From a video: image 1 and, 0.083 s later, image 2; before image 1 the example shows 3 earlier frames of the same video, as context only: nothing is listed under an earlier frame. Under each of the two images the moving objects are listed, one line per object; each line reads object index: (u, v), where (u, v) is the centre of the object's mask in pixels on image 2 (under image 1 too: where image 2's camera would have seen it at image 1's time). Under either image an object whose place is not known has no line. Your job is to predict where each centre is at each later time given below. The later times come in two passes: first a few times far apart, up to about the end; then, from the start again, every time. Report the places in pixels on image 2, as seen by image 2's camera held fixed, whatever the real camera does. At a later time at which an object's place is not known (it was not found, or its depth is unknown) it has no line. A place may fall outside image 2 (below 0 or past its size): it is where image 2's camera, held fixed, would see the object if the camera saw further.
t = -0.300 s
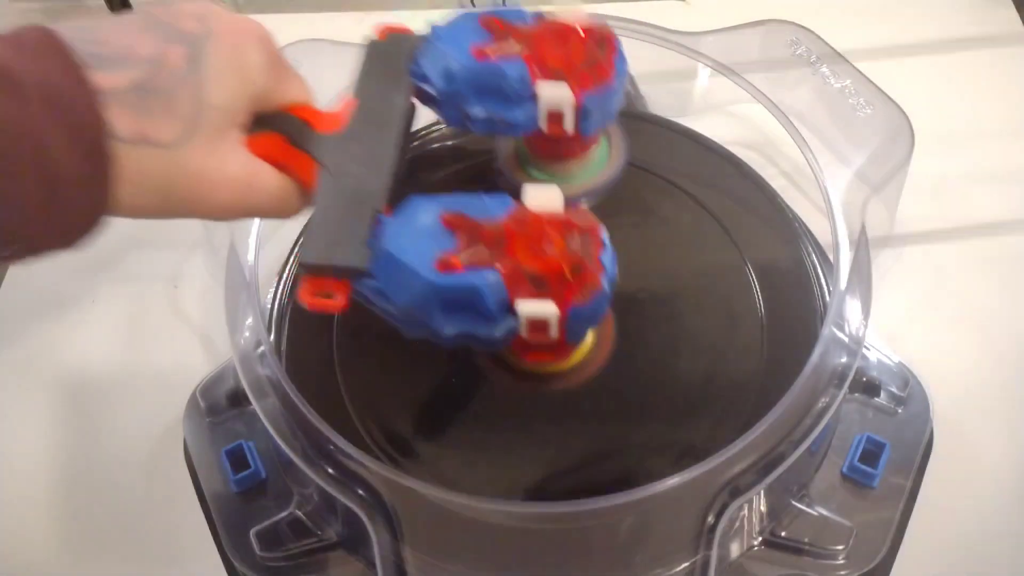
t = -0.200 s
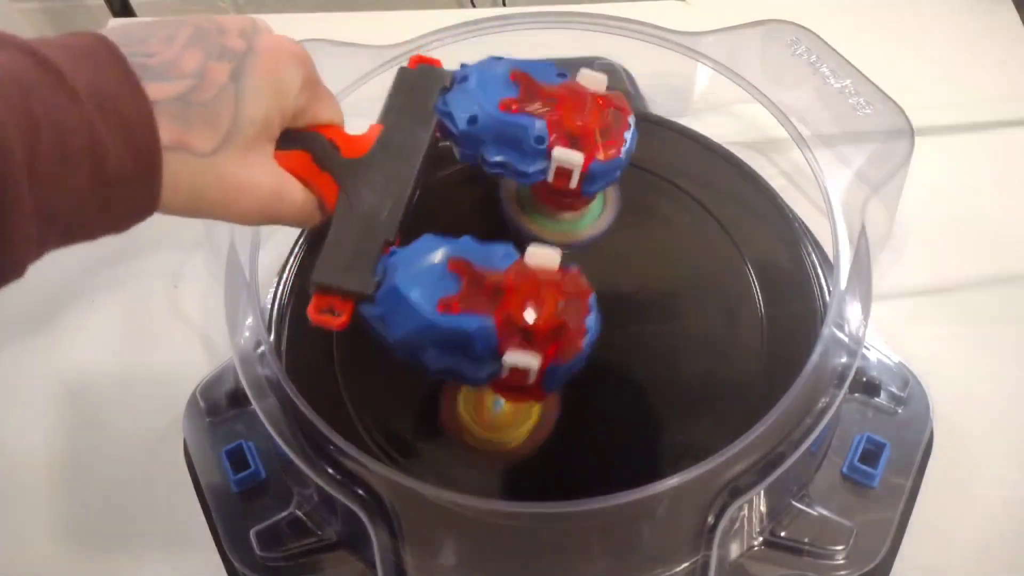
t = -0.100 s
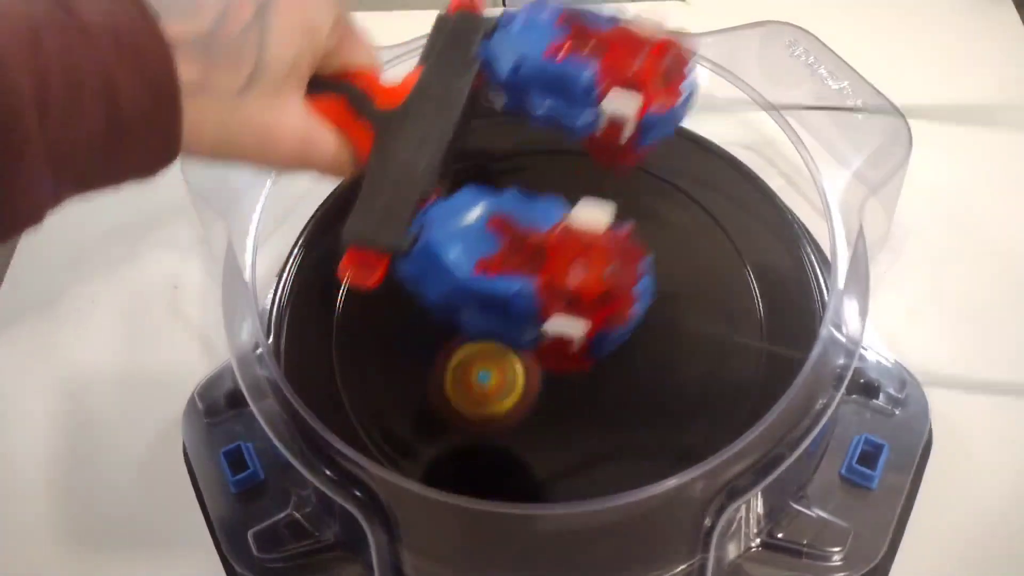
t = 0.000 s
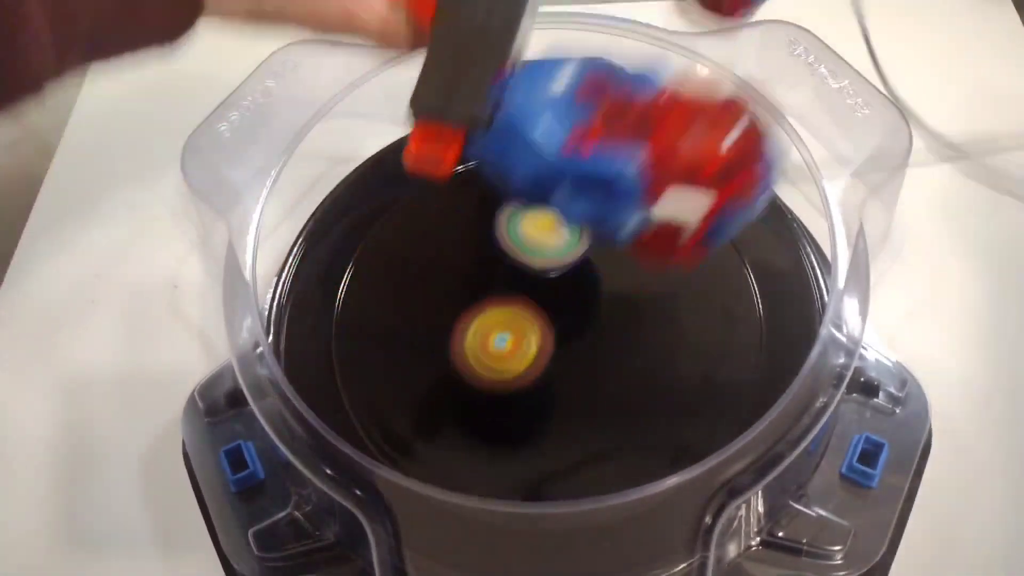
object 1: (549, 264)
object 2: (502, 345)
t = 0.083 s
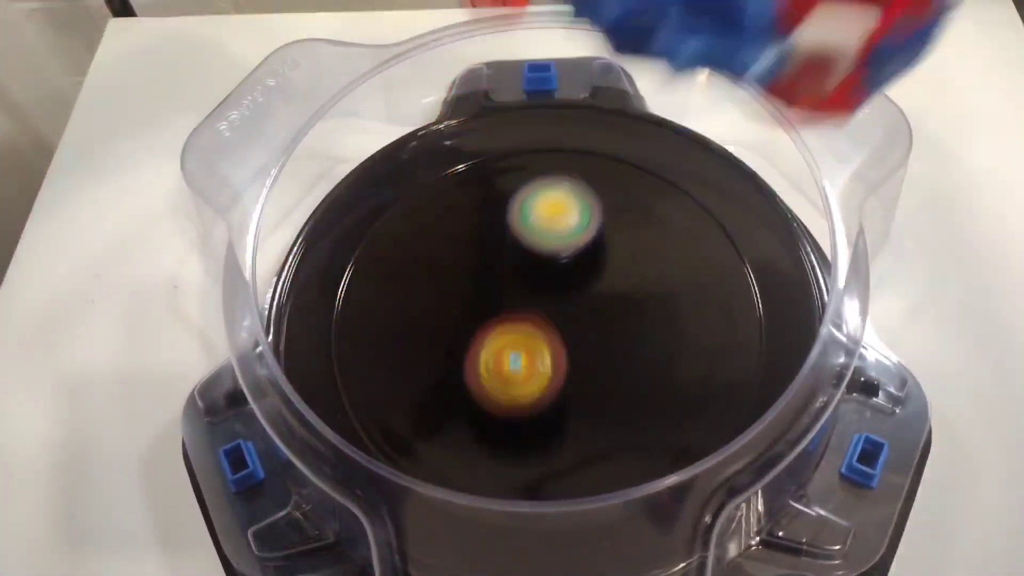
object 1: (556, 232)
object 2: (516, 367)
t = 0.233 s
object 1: (600, 194)
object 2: (569, 454)
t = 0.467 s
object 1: (658, 298)
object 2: (739, 371)
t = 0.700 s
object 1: (522, 356)
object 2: (617, 194)
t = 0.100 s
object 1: (561, 223)
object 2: (517, 381)
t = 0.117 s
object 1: (564, 215)
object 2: (520, 393)
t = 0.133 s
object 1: (568, 208)
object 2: (524, 405)
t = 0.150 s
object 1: (572, 202)
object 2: (528, 418)
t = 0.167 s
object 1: (576, 197)
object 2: (535, 427)
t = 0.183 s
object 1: (582, 195)
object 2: (542, 438)
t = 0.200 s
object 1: (587, 193)
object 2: (552, 445)
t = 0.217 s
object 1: (593, 193)
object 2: (559, 451)
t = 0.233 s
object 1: (600, 194)
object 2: (569, 454)
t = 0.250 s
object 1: (607, 196)
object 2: (581, 457)
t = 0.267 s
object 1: (614, 199)
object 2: (592, 457)
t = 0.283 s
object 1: (623, 204)
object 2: (602, 457)
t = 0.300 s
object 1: (631, 211)
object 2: (615, 455)
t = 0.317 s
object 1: (638, 218)
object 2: (627, 452)
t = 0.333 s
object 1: (645, 225)
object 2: (644, 457)
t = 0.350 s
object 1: (650, 234)
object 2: (653, 443)
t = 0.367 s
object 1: (655, 245)
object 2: (666, 437)
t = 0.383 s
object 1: (658, 254)
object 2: (679, 430)
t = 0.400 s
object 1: (661, 262)
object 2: (692, 421)
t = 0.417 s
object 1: (662, 270)
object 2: (705, 410)
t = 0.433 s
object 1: (662, 280)
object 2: (717, 399)
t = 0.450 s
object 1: (660, 291)
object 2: (729, 385)
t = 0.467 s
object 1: (658, 298)
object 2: (739, 371)
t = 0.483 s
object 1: (654, 307)
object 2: (745, 353)
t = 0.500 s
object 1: (651, 316)
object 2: (750, 335)
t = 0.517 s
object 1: (643, 321)
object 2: (756, 318)
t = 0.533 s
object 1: (630, 325)
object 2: (754, 298)
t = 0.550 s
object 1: (617, 330)
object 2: (752, 283)
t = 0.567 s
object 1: (606, 333)
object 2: (748, 270)
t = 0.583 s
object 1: (592, 335)
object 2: (741, 260)
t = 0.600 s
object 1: (579, 341)
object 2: (726, 249)
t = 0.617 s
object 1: (568, 345)
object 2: (711, 238)
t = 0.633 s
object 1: (558, 348)
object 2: (693, 226)
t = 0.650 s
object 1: (548, 350)
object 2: (676, 215)
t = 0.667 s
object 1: (538, 352)
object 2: (658, 207)
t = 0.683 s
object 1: (530, 354)
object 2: (638, 199)
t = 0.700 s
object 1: (522, 356)
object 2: (617, 194)
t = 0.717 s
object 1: (516, 356)
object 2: (595, 191)
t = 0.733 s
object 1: (510, 357)
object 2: (573, 190)
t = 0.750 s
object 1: (505, 356)
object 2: (550, 190)
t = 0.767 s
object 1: (500, 354)
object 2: (529, 192)
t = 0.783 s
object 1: (496, 352)
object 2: (508, 196)
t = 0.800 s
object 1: (491, 350)
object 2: (485, 203)
